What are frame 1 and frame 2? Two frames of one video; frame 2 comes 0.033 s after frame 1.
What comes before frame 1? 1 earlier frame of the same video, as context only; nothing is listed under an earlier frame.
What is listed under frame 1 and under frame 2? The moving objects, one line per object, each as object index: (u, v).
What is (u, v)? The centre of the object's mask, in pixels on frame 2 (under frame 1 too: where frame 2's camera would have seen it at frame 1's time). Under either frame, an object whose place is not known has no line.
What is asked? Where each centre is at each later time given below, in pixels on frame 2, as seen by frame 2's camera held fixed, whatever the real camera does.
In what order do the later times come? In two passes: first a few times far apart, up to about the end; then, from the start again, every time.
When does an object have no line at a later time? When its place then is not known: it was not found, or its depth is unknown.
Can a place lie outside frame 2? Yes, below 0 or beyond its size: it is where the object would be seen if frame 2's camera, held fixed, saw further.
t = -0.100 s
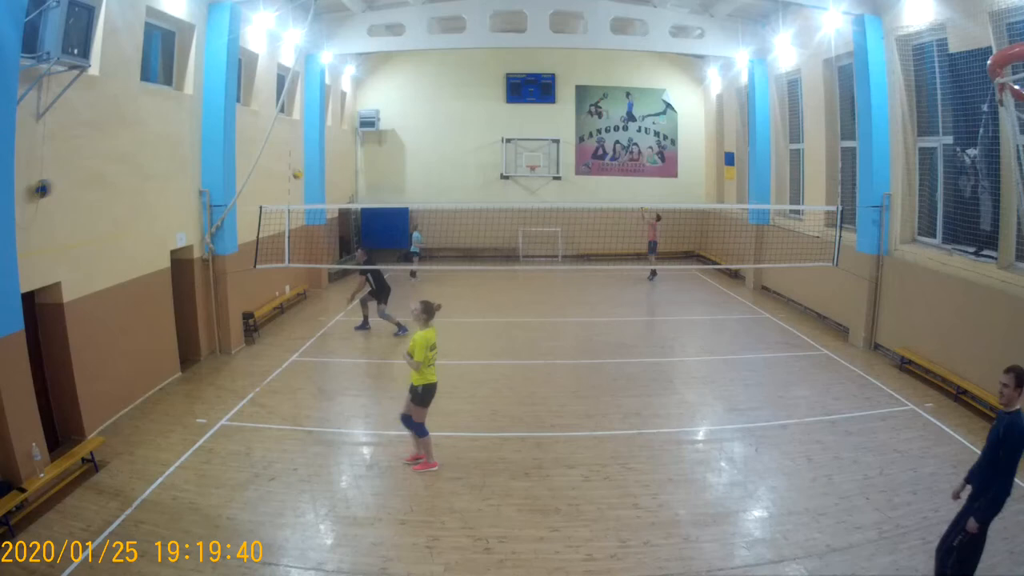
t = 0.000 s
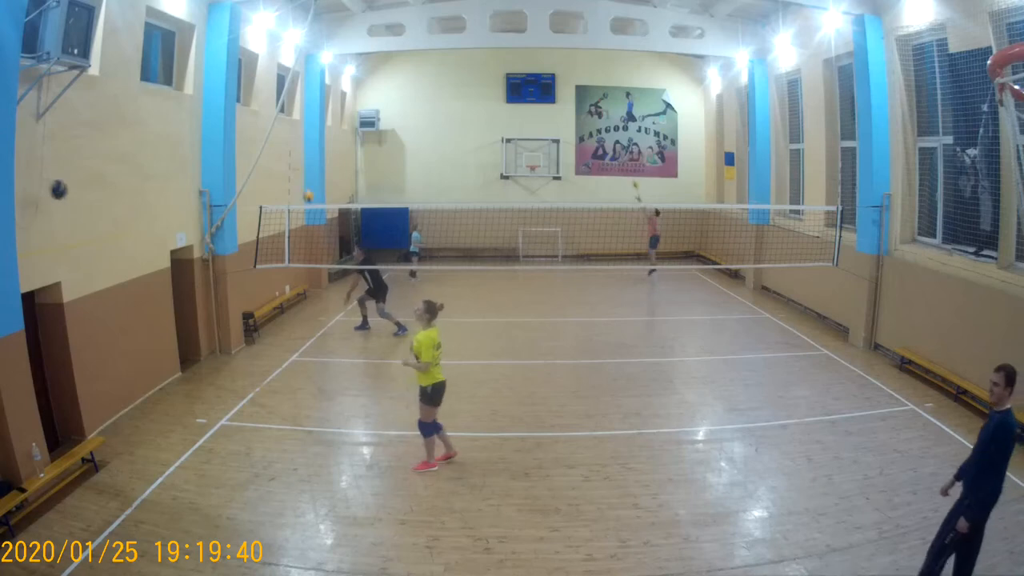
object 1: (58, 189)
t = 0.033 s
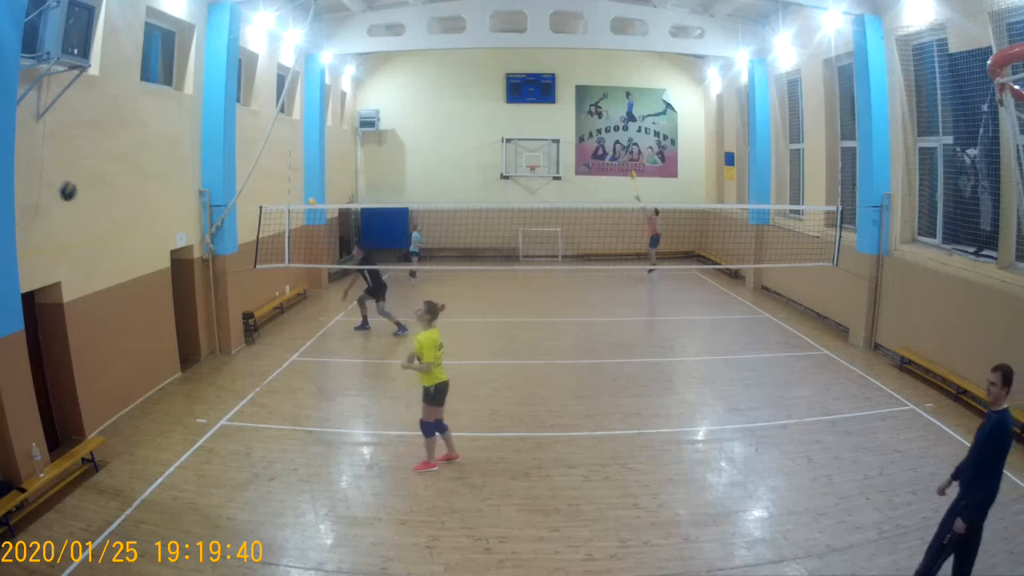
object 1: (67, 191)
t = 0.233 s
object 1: (134, 226)
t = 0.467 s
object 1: (239, 336)
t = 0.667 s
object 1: (351, 492)
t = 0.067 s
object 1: (77, 193)
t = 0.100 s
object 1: (87, 197)
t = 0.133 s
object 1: (99, 203)
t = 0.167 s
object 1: (110, 209)
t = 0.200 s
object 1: (122, 217)
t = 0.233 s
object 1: (134, 226)
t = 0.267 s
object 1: (147, 238)
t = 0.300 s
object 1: (160, 250)
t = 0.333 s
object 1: (175, 260)
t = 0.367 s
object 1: (189, 277)
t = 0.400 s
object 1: (205, 295)
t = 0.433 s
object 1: (223, 317)
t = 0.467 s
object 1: (239, 336)
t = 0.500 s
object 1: (256, 363)
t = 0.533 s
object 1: (275, 386)
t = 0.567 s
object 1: (293, 411)
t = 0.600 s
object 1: (312, 439)
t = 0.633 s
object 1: (332, 466)
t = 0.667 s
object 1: (351, 492)
